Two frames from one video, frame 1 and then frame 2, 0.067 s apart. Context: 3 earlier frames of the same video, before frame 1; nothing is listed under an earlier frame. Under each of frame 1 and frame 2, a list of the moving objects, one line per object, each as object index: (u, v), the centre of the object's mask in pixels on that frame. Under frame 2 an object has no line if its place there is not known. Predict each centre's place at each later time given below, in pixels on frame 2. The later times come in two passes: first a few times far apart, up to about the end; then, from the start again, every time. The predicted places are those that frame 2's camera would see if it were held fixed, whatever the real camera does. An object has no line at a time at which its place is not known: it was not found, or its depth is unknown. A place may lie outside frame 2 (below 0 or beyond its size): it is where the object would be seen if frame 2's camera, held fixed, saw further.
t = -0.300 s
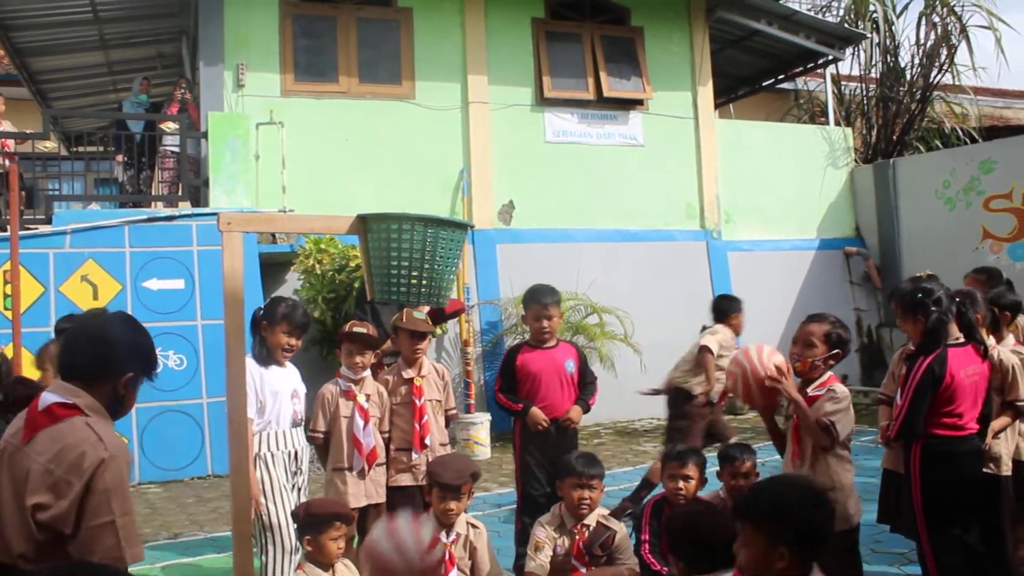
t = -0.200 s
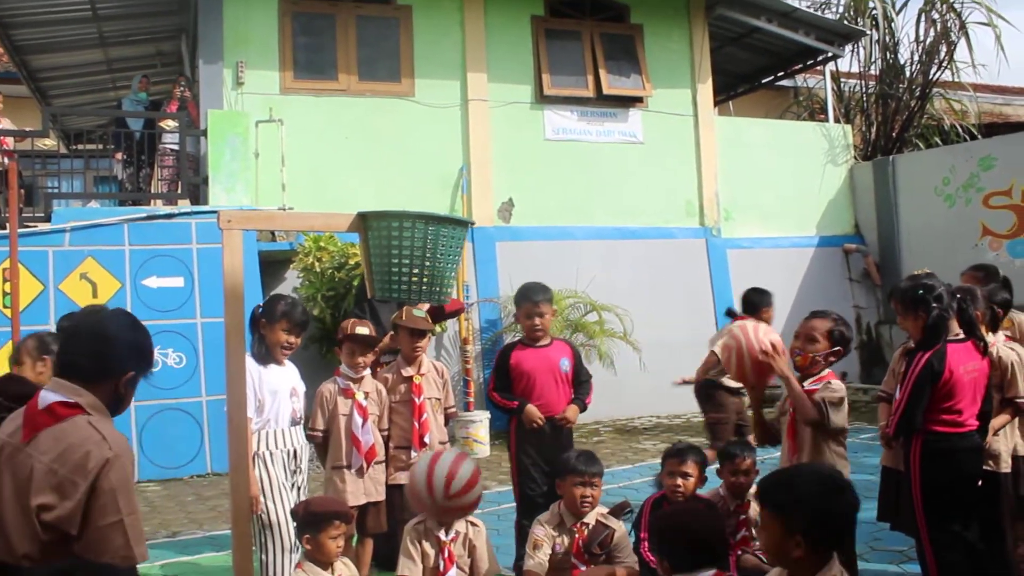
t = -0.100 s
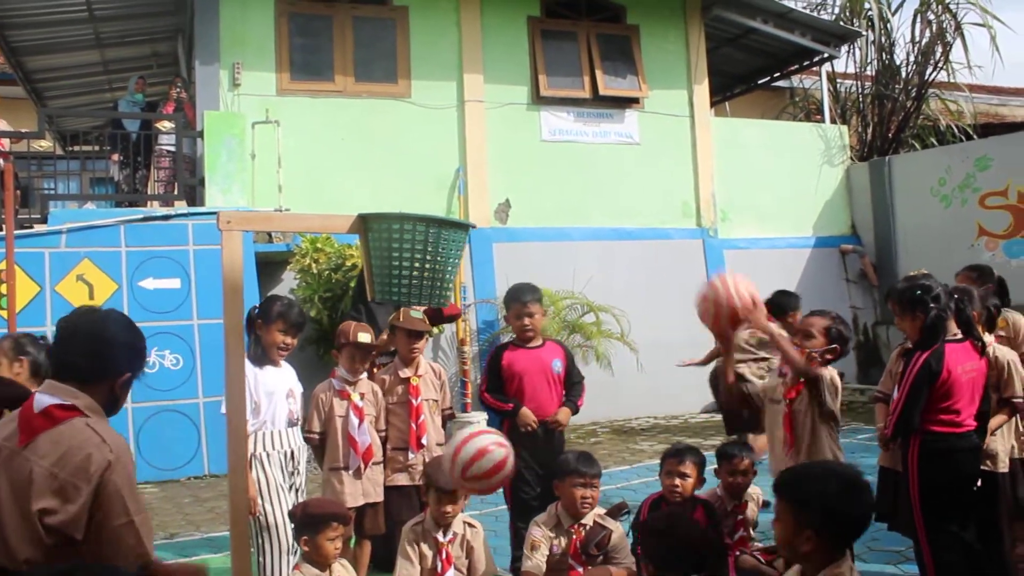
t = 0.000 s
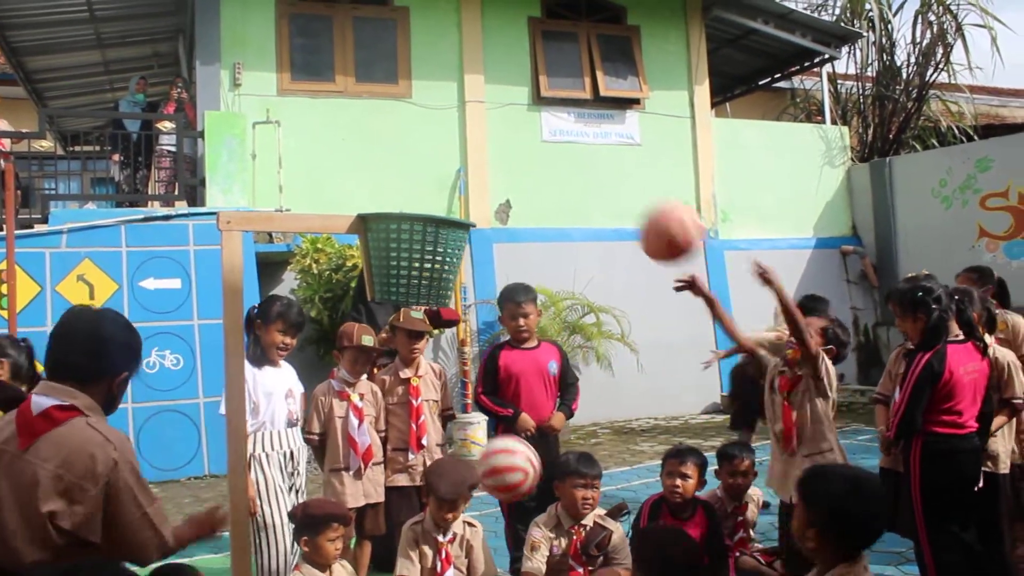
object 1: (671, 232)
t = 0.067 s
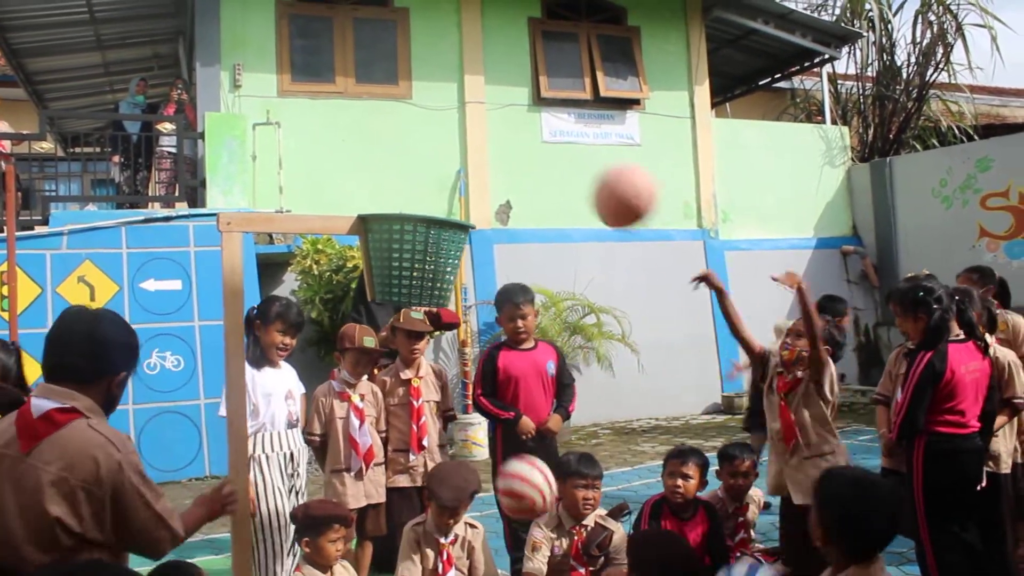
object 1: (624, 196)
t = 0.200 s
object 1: (527, 160)
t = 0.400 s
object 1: (396, 189)
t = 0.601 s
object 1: (457, 185)
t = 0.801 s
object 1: (516, 215)
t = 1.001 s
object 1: (577, 391)
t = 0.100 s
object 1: (601, 182)
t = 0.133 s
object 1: (577, 172)
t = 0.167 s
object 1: (551, 165)
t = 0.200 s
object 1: (527, 160)
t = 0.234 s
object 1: (500, 160)
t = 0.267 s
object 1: (474, 163)
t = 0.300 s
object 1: (447, 171)
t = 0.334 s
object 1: (422, 180)
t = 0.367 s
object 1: (397, 188)
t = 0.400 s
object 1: (396, 189)
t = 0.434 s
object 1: (406, 186)
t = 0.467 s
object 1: (416, 185)
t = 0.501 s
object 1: (427, 184)
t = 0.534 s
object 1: (438, 183)
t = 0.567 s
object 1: (448, 184)
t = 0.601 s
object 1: (457, 185)
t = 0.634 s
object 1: (466, 184)
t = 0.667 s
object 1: (476, 184)
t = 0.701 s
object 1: (485, 186)
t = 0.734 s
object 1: (494, 191)
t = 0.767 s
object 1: (505, 201)
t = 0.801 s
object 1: (516, 215)
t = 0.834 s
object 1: (526, 234)
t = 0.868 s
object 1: (536, 256)
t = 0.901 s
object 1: (547, 283)
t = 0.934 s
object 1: (558, 314)
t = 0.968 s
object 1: (567, 352)
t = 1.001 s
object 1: (577, 391)
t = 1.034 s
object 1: (585, 439)
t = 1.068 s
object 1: (595, 485)
